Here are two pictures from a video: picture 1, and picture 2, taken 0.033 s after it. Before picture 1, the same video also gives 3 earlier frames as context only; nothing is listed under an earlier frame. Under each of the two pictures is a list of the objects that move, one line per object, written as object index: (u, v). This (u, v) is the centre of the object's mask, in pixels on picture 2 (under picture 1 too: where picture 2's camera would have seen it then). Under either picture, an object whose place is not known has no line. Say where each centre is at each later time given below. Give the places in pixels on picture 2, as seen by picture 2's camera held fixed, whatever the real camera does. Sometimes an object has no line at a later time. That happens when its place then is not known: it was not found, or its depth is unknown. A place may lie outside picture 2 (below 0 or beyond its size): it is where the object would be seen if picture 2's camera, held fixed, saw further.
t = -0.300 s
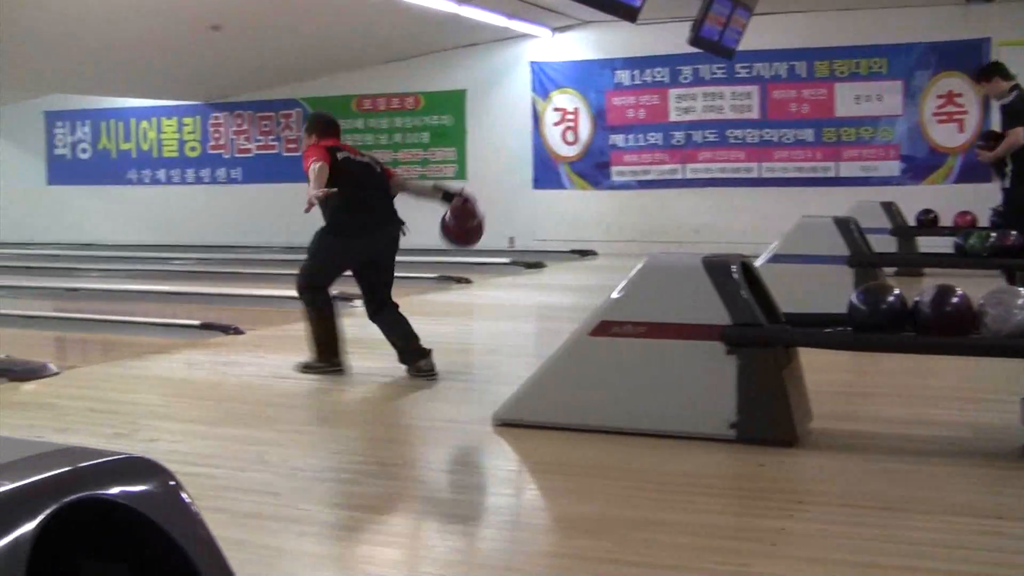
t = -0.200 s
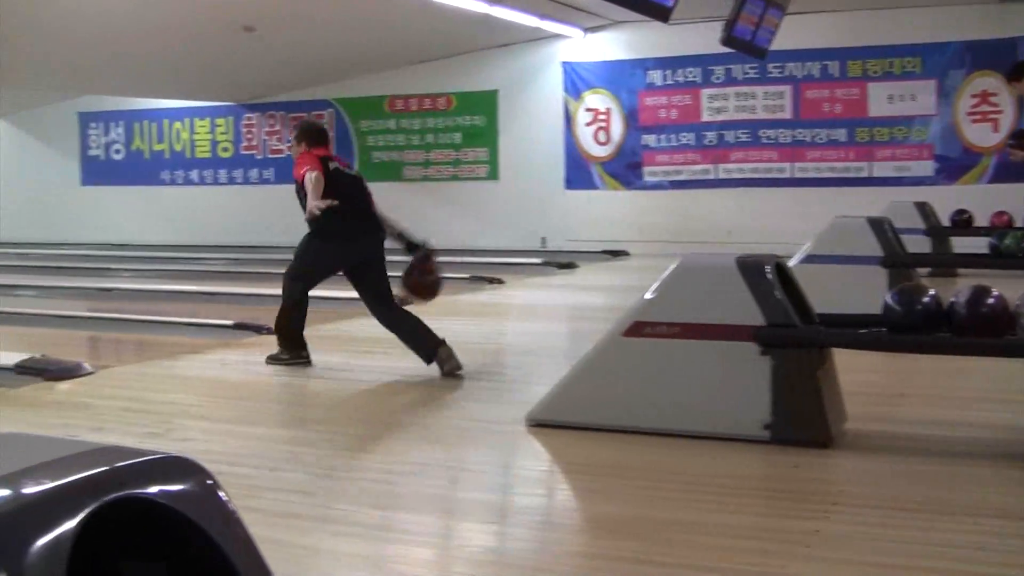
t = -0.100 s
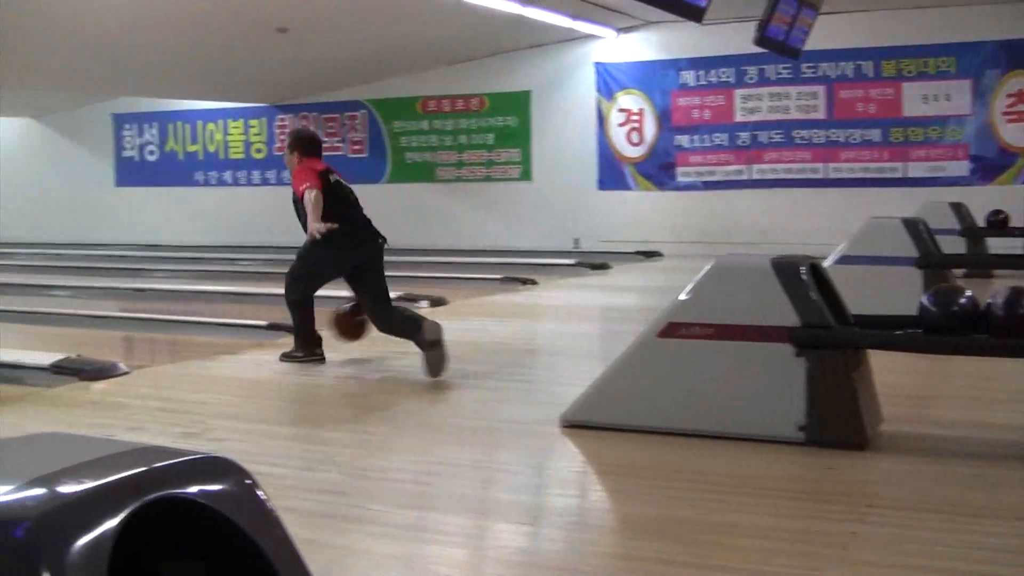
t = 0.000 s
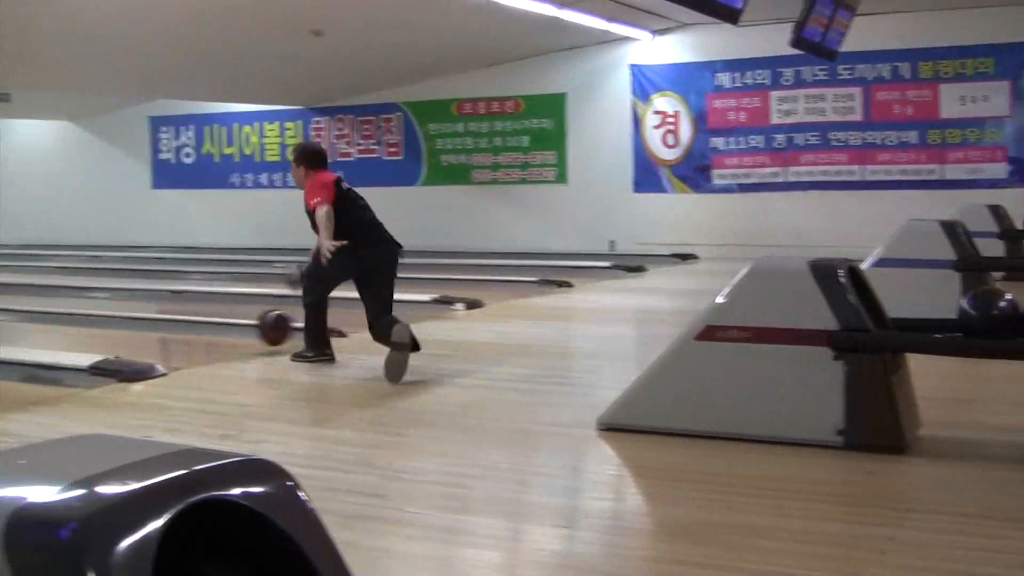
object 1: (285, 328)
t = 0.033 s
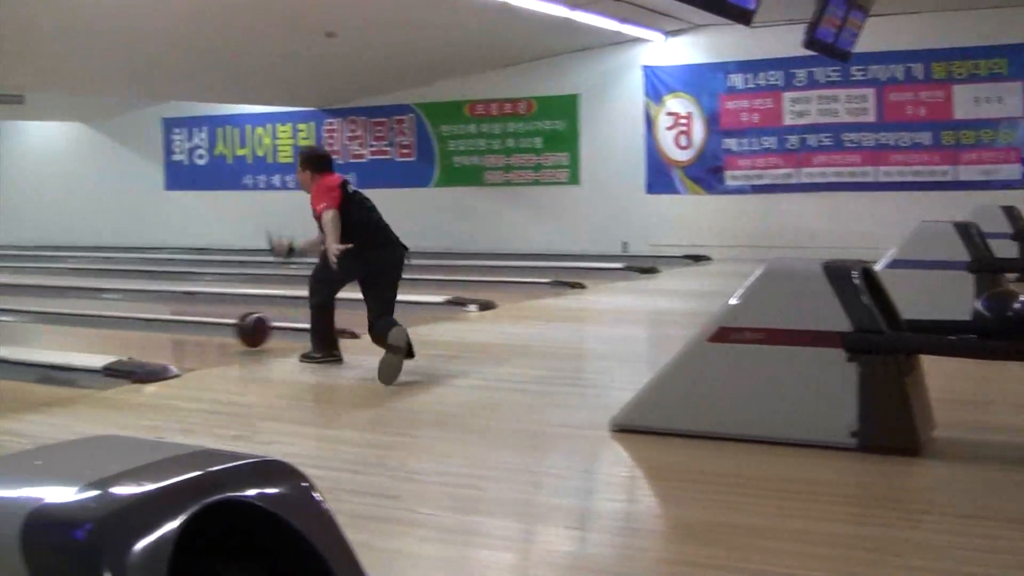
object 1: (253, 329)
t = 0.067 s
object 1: (223, 331)
